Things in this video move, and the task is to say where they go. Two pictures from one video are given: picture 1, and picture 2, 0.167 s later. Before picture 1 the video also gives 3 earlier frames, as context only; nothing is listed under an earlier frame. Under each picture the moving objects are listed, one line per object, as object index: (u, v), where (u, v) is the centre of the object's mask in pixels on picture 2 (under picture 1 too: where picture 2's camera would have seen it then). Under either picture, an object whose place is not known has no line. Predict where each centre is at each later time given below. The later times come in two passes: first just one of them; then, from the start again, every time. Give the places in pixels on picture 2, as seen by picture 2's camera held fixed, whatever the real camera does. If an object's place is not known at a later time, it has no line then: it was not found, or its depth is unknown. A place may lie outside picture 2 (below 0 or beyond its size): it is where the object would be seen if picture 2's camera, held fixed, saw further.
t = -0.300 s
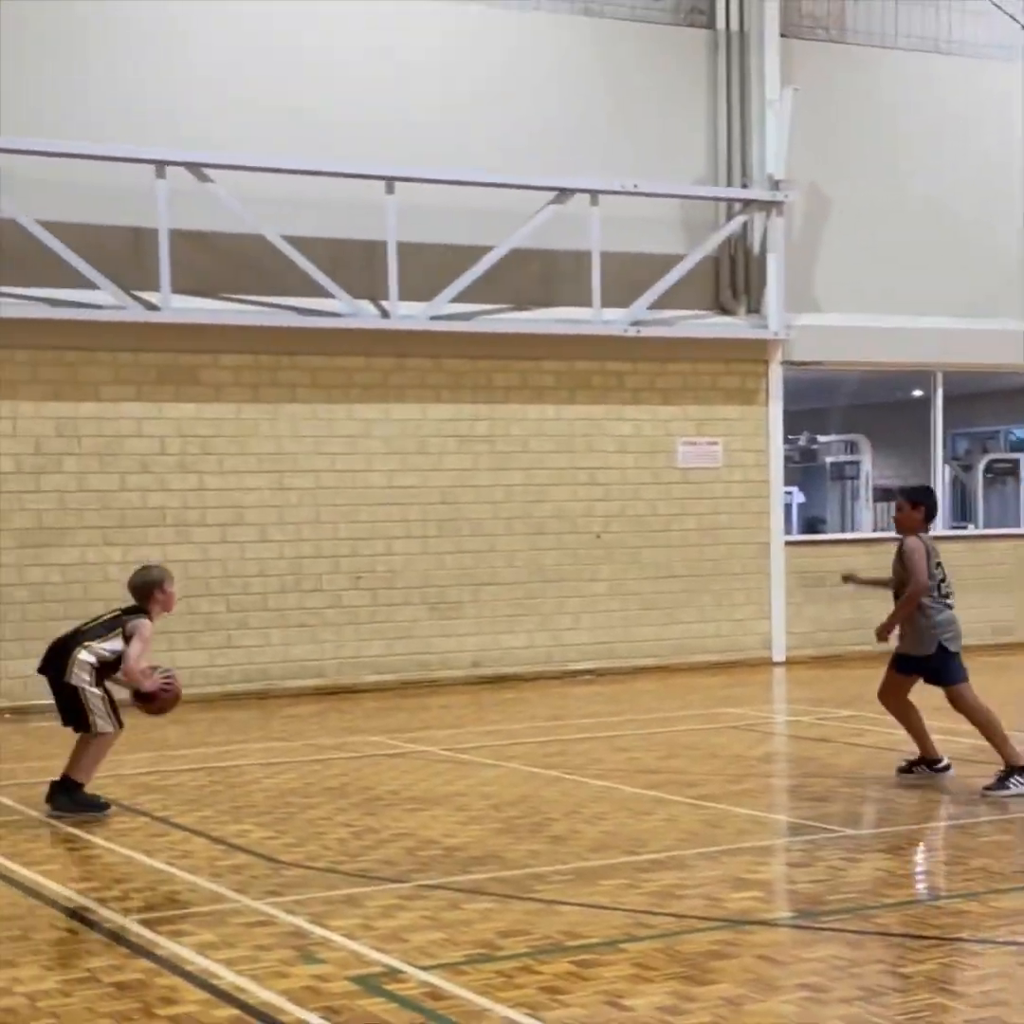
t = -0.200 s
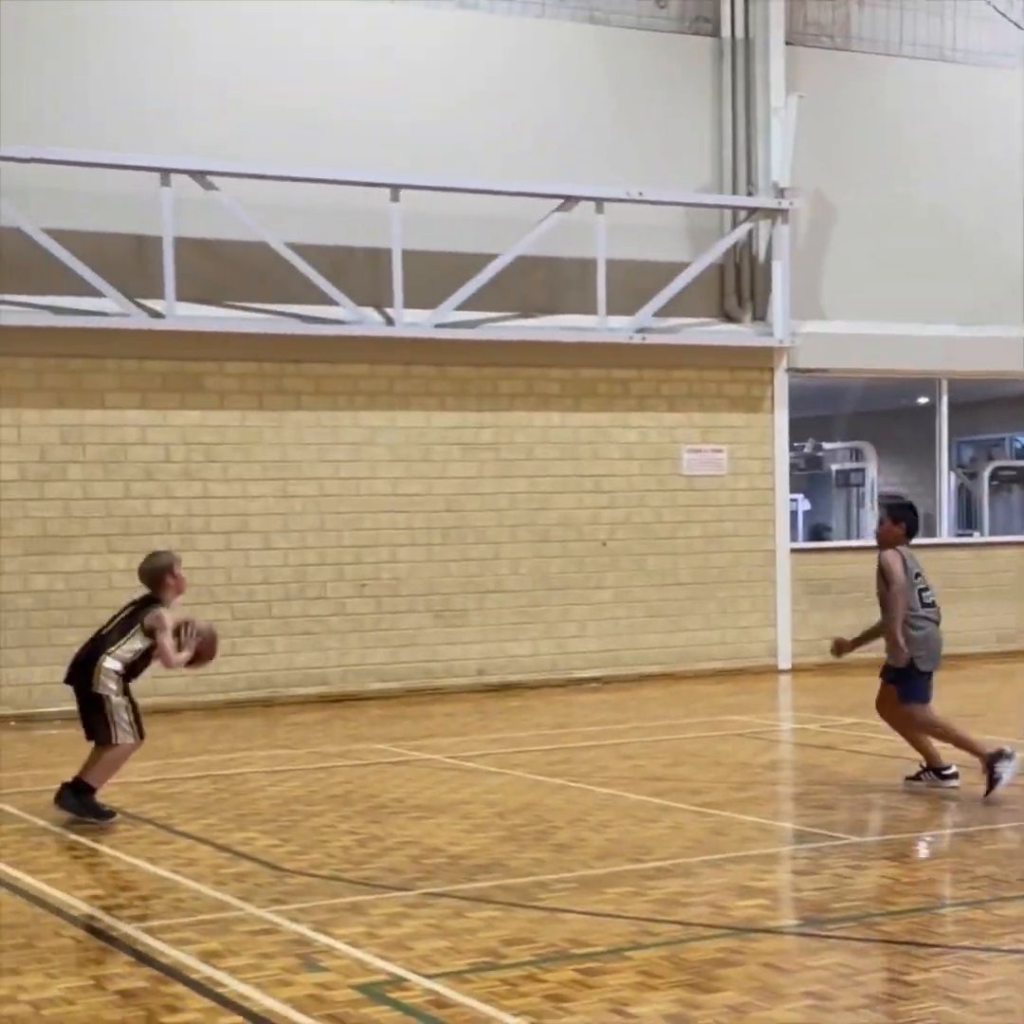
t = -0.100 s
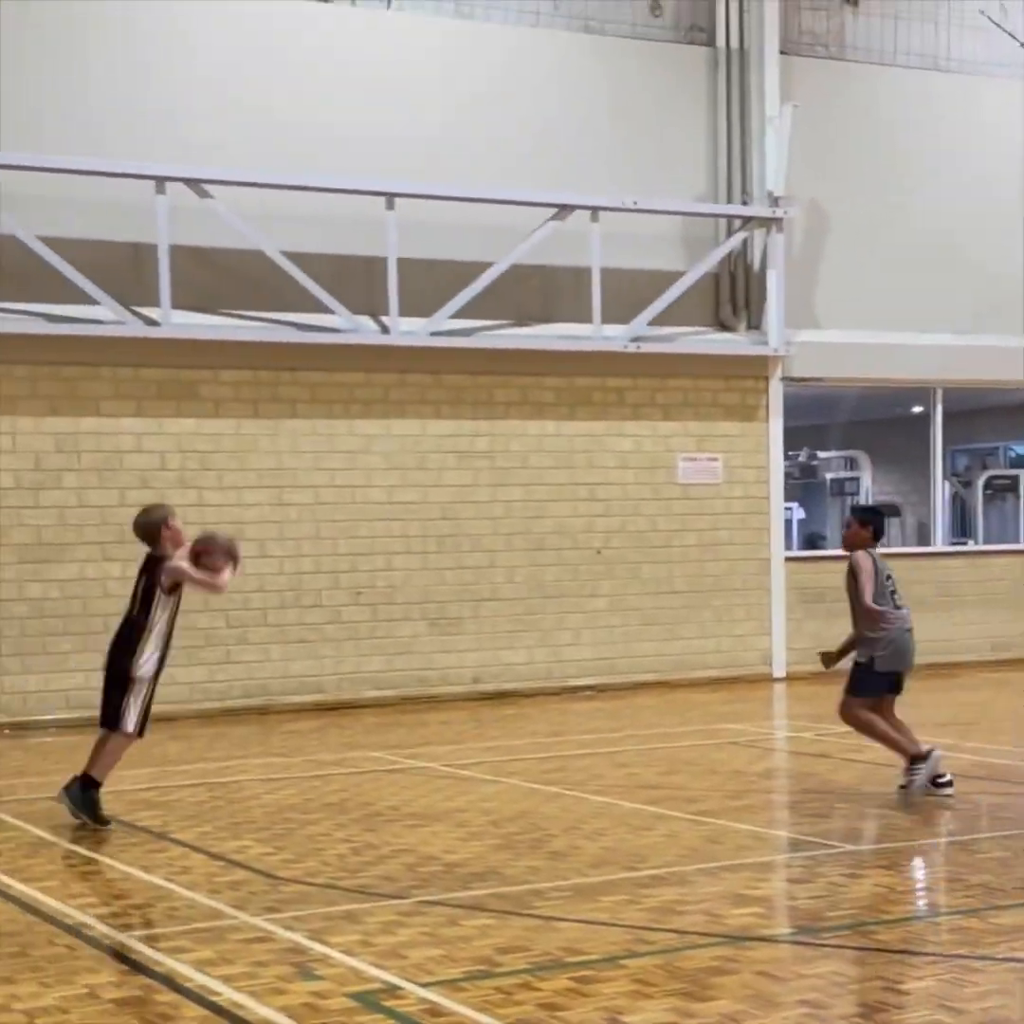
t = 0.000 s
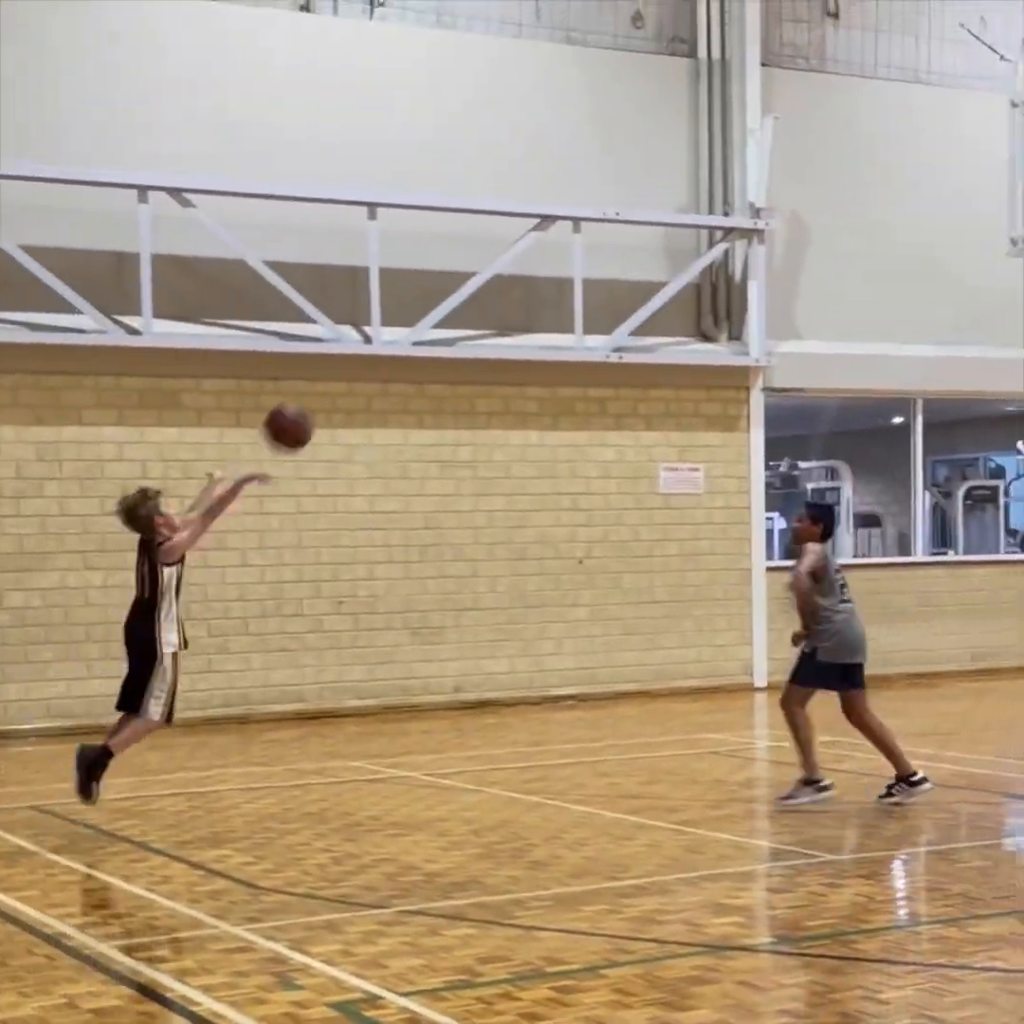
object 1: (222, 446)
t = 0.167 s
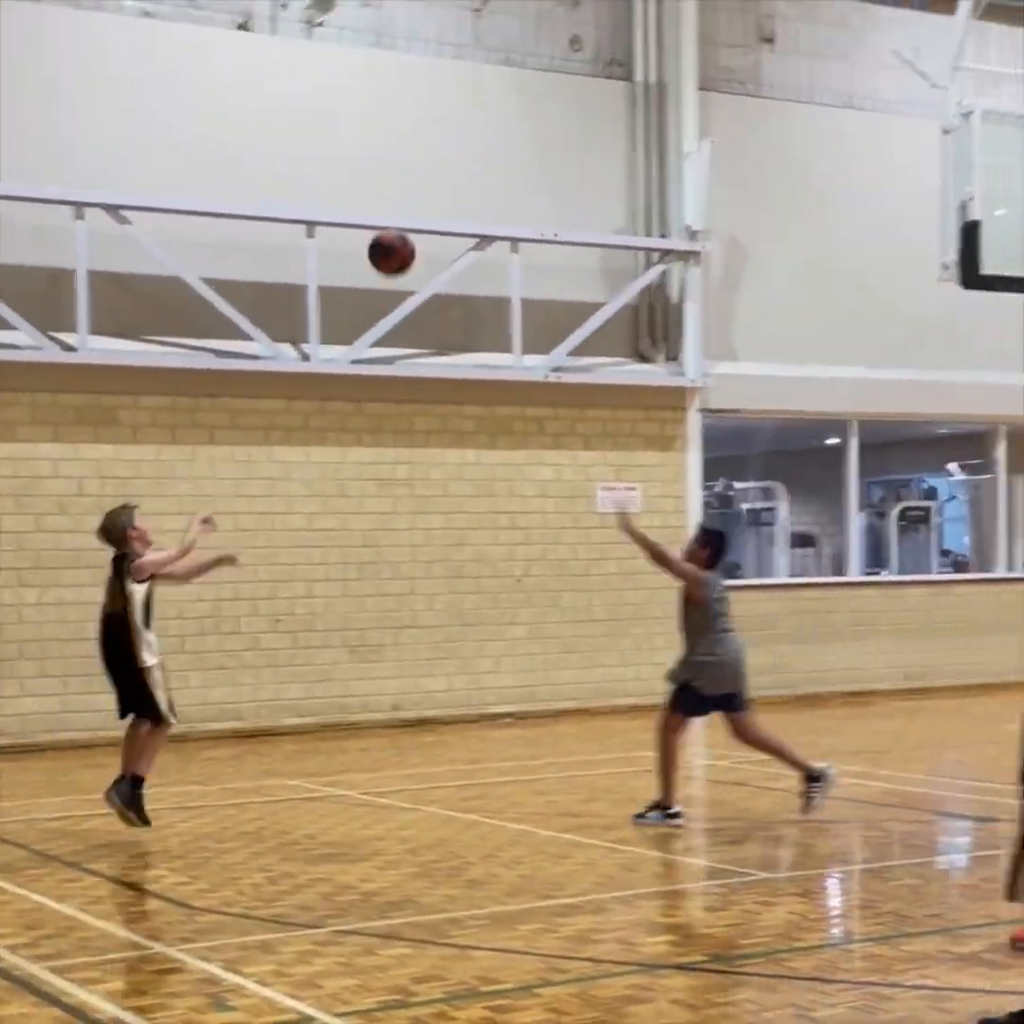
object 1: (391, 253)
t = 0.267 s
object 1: (482, 170)
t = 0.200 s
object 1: (422, 222)
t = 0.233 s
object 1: (452, 195)
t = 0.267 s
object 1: (482, 170)
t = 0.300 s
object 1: (511, 148)
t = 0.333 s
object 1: (540, 127)
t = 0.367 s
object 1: (568, 110)
